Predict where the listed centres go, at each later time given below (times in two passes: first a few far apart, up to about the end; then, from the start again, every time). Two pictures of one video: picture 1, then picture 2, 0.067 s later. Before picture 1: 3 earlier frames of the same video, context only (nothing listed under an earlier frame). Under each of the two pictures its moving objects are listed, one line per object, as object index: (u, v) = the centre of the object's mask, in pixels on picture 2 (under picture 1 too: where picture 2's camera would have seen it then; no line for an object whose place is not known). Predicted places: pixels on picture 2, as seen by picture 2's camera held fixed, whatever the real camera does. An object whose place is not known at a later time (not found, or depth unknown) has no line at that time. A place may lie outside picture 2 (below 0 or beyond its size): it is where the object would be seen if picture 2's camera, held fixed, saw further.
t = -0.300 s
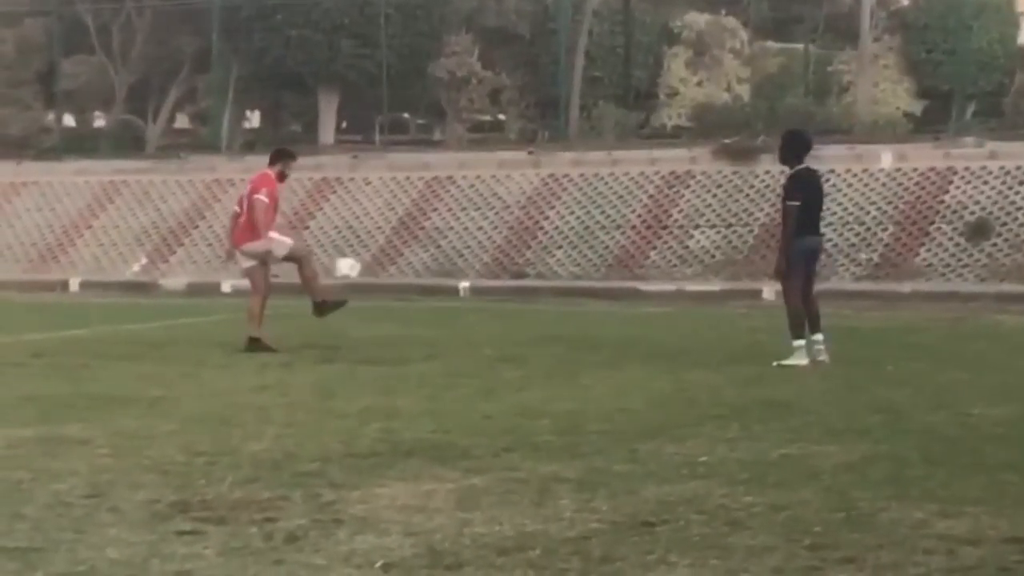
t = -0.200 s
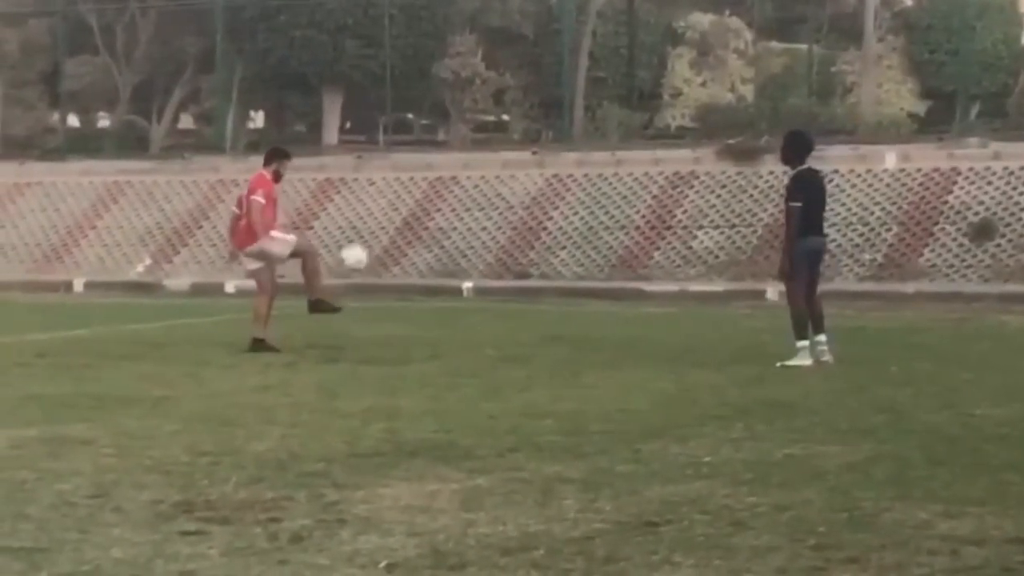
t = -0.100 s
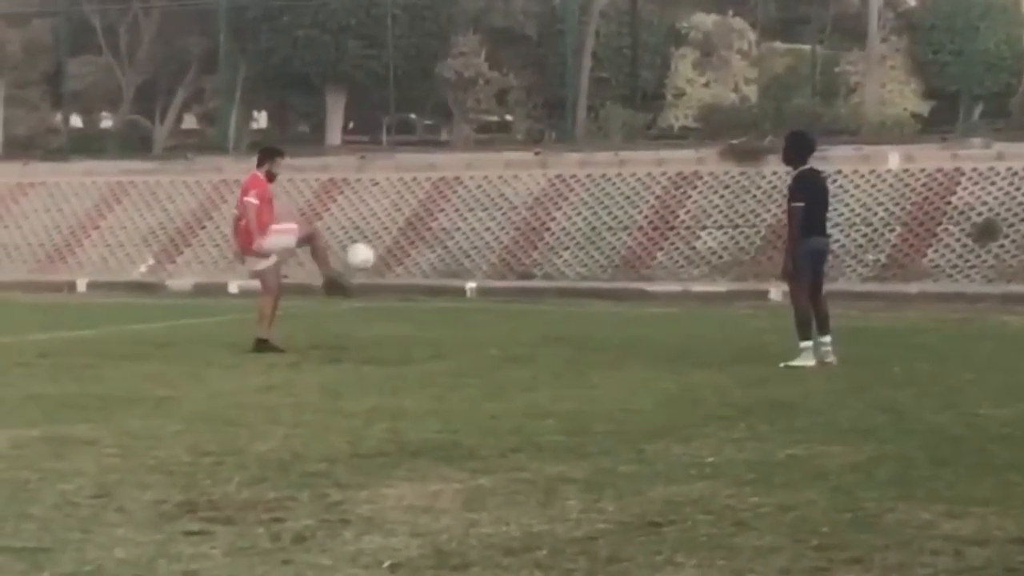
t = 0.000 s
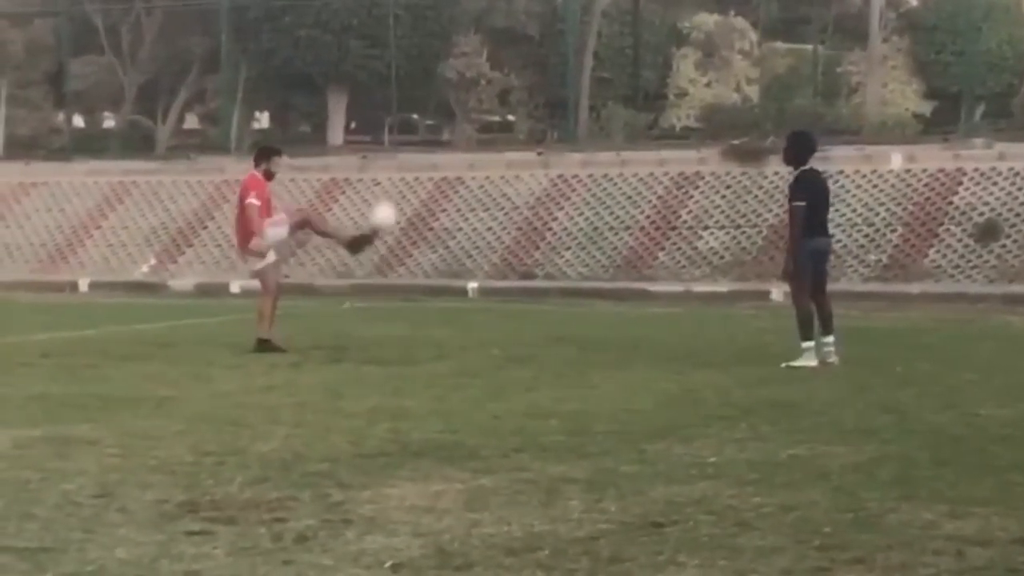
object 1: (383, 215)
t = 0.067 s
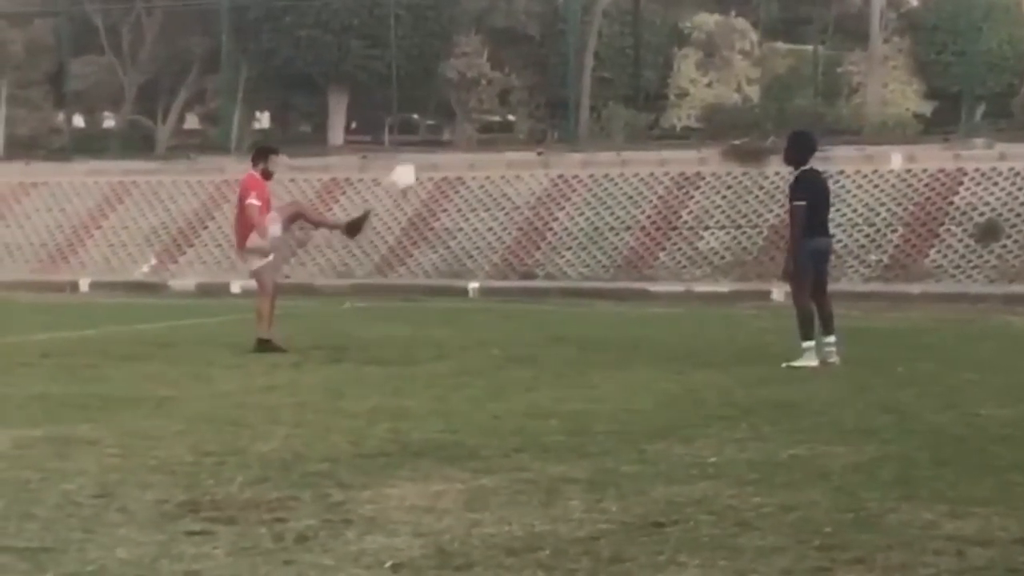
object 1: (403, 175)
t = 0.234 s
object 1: (448, 102)
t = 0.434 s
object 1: (506, 54)
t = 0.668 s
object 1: (575, 61)
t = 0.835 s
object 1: (627, 108)
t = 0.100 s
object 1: (412, 157)
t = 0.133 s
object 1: (420, 142)
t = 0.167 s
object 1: (429, 127)
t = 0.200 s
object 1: (438, 114)
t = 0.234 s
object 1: (448, 102)
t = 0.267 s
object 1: (457, 91)
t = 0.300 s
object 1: (467, 80)
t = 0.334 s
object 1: (476, 72)
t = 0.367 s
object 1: (485, 66)
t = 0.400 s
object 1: (495, 60)
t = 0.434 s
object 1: (506, 54)
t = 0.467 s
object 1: (515, 51)
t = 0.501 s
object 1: (525, 49)
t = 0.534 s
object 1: (535, 49)
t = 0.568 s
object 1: (545, 50)
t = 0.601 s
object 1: (555, 52)
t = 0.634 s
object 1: (565, 56)
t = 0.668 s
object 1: (575, 61)
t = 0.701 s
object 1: (585, 67)
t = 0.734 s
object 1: (596, 75)
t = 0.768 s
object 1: (607, 84)
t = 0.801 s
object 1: (616, 95)
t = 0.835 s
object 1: (627, 108)
